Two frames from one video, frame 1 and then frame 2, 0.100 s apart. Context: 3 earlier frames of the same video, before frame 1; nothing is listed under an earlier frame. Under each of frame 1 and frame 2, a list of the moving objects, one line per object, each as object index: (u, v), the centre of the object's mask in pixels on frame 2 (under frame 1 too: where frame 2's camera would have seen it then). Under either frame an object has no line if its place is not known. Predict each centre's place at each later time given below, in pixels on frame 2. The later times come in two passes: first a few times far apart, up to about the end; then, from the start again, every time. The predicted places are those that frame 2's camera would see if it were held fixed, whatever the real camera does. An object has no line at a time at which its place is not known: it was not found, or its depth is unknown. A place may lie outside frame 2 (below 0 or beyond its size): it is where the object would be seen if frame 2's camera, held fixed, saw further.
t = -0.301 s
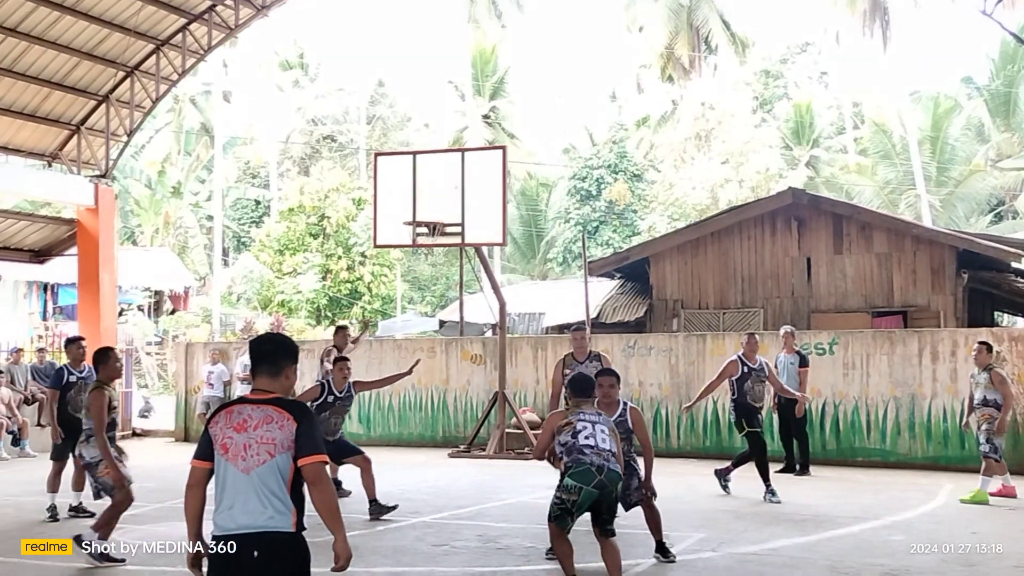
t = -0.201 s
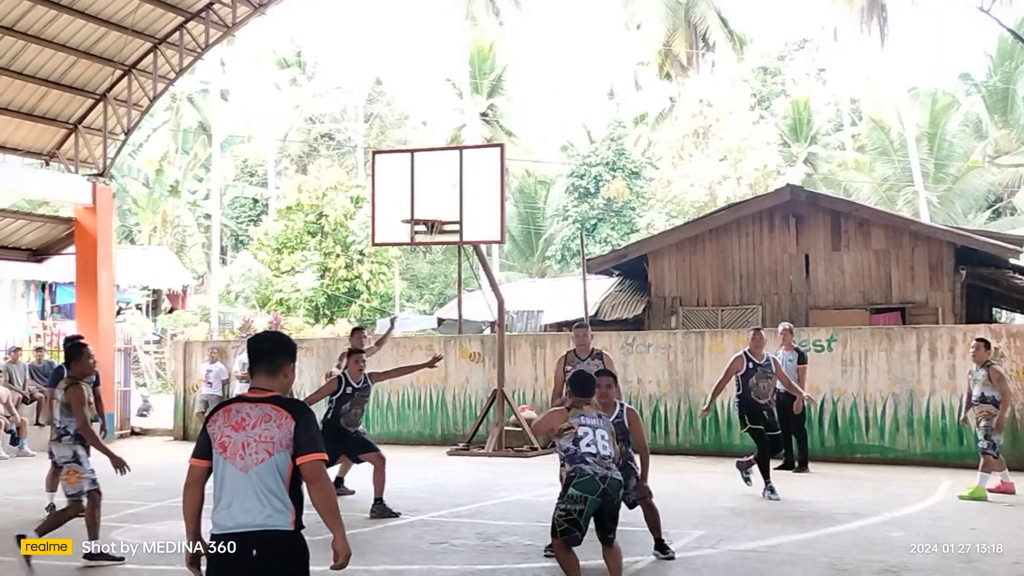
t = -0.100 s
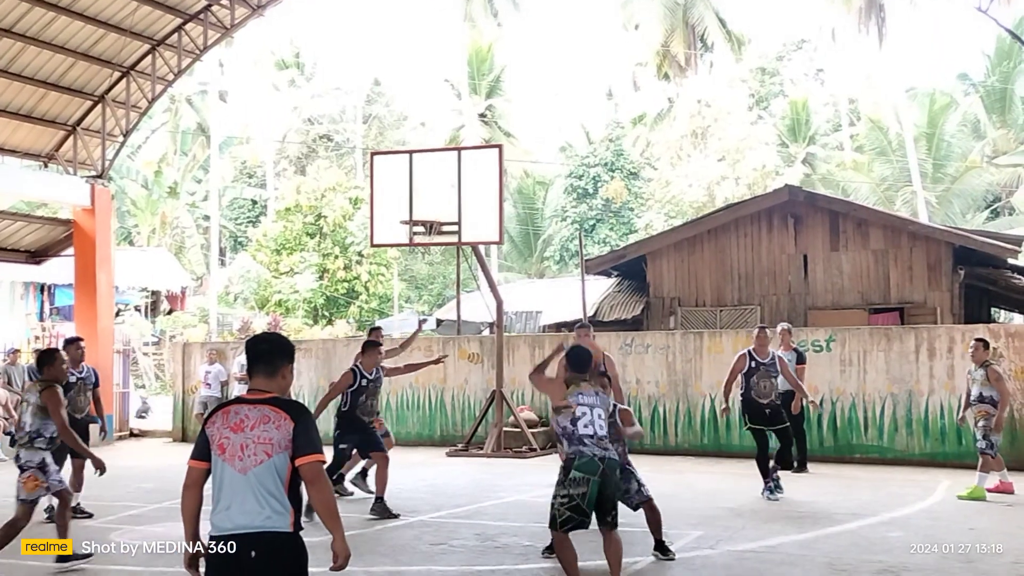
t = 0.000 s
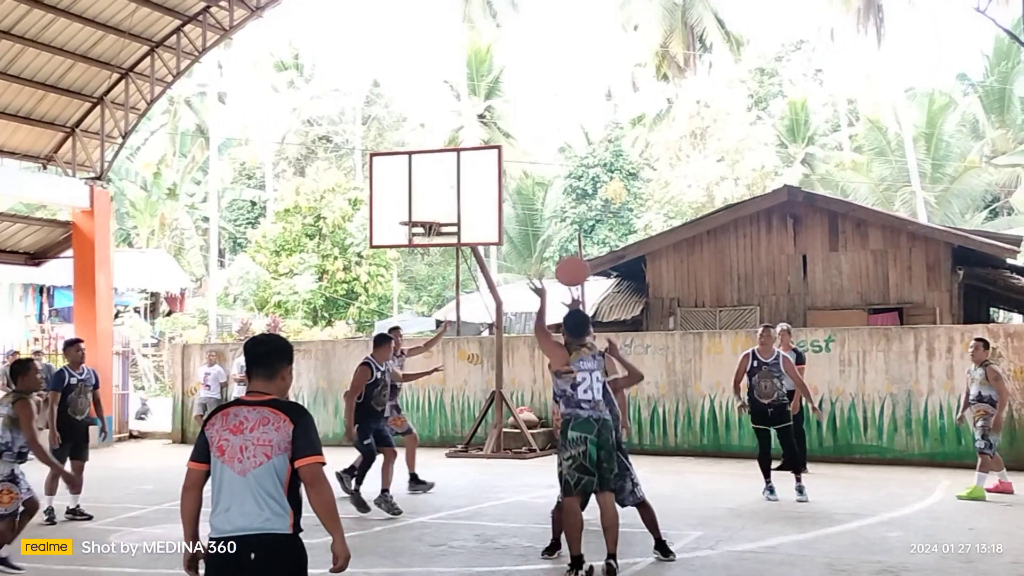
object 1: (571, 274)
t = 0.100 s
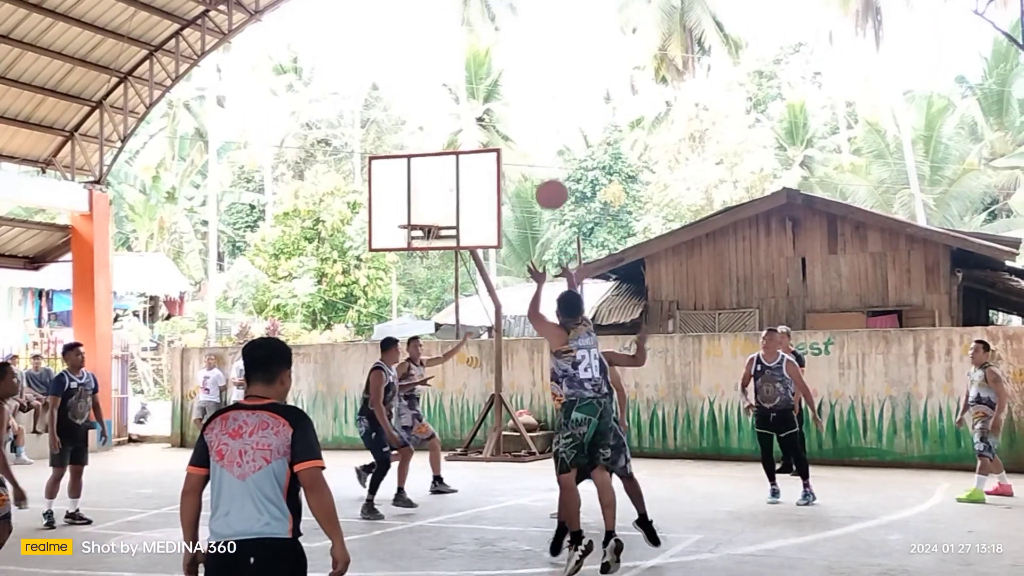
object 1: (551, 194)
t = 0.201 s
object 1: (533, 138)
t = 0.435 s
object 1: (498, 72)
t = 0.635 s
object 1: (477, 72)
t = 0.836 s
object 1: (459, 108)
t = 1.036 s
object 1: (444, 172)
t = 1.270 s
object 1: (472, 212)
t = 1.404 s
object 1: (516, 214)
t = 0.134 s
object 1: (546, 173)
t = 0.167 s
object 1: (540, 155)
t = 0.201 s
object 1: (533, 138)
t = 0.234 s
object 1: (528, 123)
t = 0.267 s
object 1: (523, 110)
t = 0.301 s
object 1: (517, 100)
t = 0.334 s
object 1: (511, 91)
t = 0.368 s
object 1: (507, 83)
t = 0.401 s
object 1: (502, 77)
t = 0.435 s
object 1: (498, 72)
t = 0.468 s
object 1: (494, 69)
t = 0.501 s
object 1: (491, 67)
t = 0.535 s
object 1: (487, 67)
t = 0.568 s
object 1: (484, 67)
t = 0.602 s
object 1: (480, 69)
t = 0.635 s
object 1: (477, 72)
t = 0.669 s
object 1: (474, 76)
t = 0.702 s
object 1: (471, 81)
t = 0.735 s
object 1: (467, 87)
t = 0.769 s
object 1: (464, 93)
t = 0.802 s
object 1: (461, 100)
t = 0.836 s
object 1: (459, 108)
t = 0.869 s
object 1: (456, 117)
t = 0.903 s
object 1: (453, 127)
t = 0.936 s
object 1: (451, 137)
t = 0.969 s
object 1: (448, 148)
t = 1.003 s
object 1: (446, 160)
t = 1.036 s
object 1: (444, 172)
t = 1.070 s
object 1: (442, 185)
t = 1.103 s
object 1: (439, 199)
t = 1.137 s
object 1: (437, 213)
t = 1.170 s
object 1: (440, 220)
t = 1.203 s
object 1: (451, 217)
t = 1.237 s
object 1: (461, 214)
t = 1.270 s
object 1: (472, 212)
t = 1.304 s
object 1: (483, 211)
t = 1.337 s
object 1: (494, 211)
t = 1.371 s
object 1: (505, 212)
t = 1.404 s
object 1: (516, 214)
